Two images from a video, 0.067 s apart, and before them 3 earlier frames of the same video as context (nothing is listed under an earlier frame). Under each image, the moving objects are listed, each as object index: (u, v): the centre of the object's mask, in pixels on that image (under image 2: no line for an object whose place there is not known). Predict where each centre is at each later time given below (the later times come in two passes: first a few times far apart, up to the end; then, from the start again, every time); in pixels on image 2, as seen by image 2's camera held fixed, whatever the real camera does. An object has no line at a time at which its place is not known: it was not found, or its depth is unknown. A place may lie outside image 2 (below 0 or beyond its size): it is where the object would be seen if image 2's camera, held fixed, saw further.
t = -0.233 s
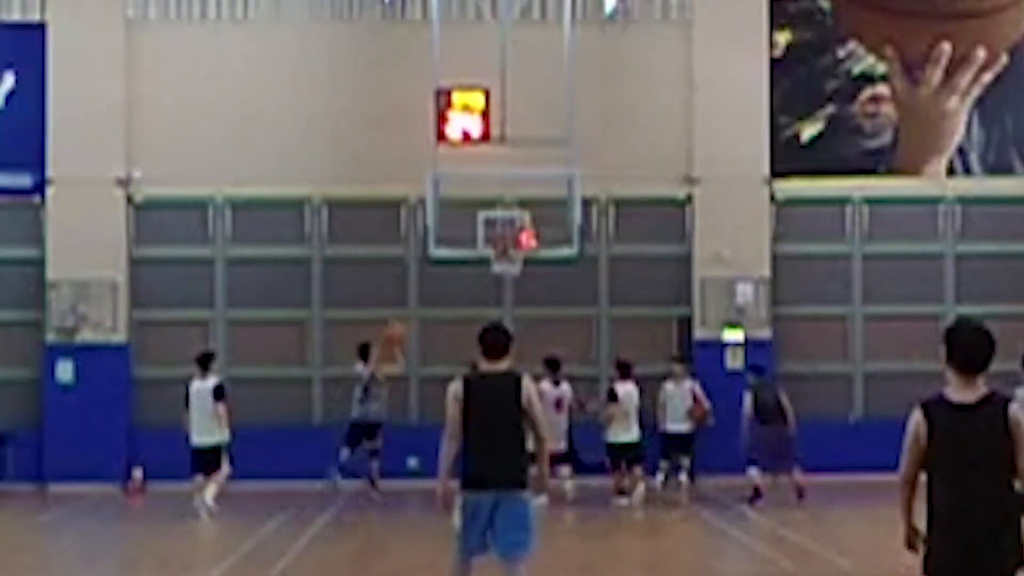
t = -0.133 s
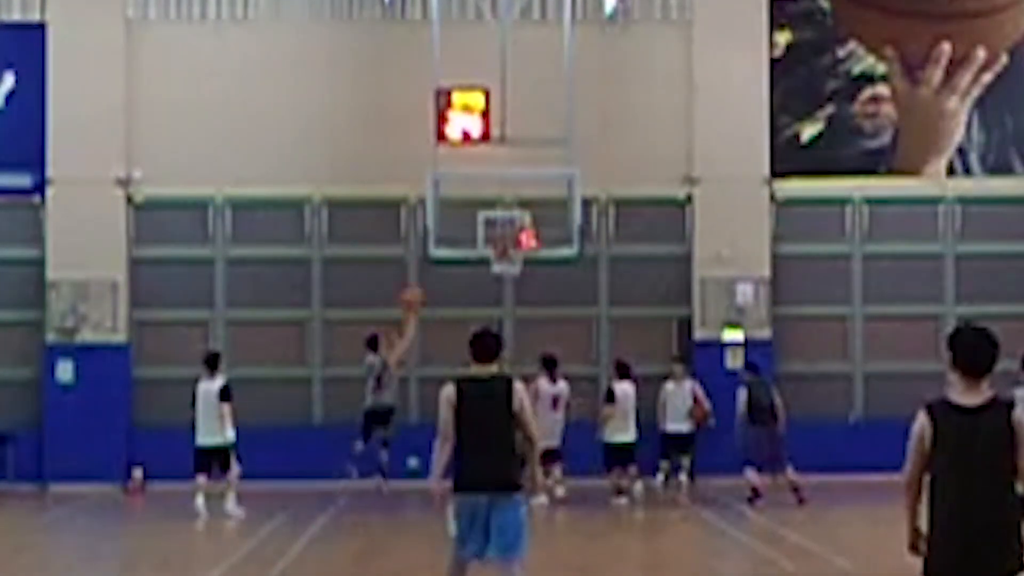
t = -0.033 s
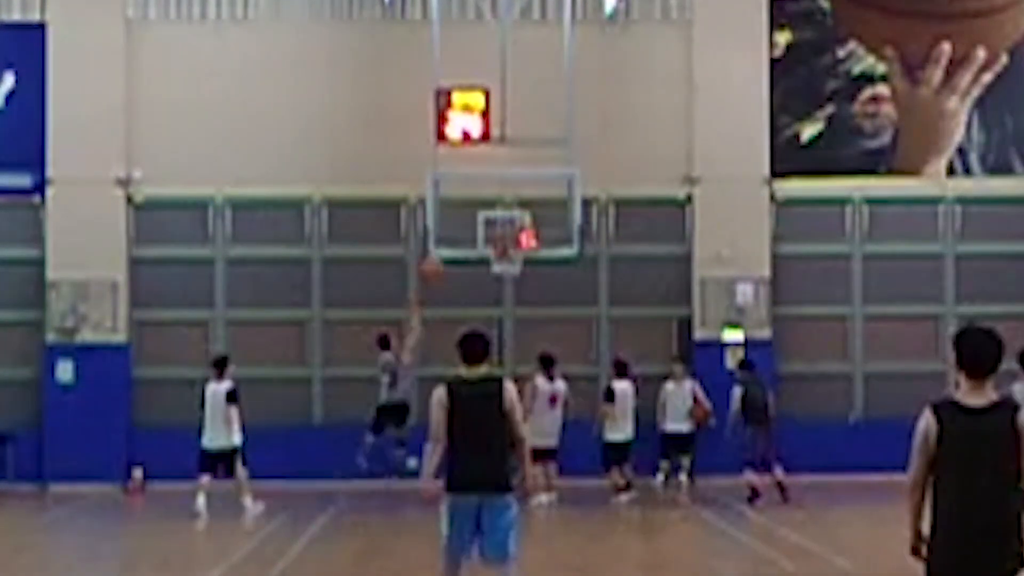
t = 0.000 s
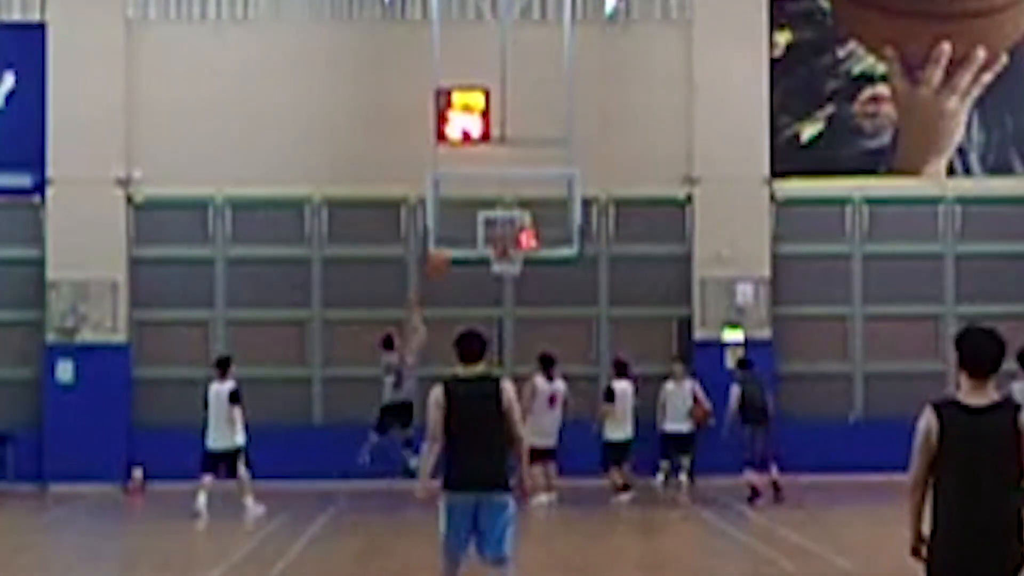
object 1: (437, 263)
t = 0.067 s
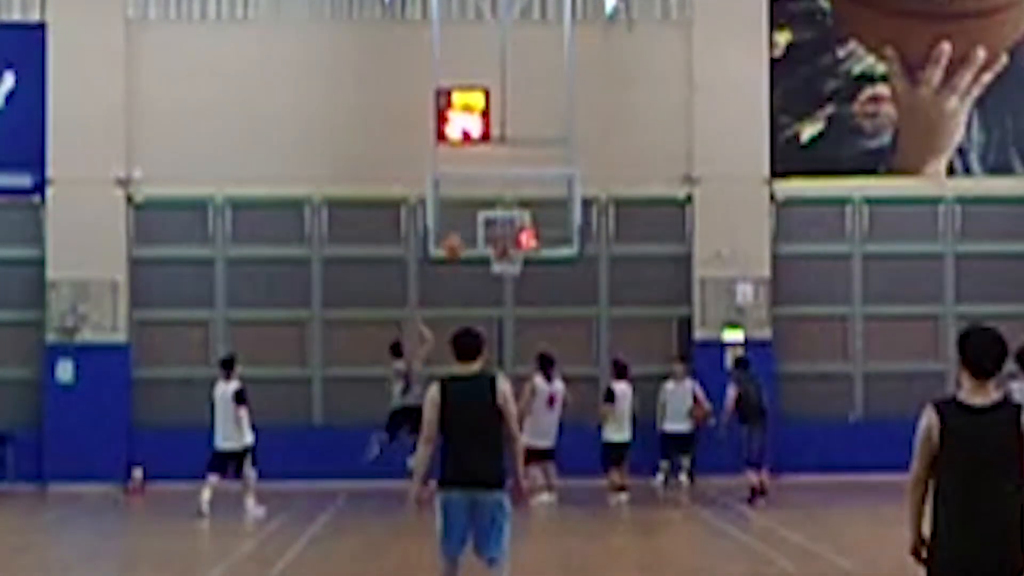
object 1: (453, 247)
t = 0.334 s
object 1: (492, 235)
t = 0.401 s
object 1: (496, 238)
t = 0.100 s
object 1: (459, 239)
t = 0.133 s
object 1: (465, 236)
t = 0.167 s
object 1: (470, 234)
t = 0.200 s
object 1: (473, 233)
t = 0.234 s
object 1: (479, 232)
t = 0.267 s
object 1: (480, 234)
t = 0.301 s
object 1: (487, 233)
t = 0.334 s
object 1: (492, 235)
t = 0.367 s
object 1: (494, 236)
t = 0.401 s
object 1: (496, 238)
